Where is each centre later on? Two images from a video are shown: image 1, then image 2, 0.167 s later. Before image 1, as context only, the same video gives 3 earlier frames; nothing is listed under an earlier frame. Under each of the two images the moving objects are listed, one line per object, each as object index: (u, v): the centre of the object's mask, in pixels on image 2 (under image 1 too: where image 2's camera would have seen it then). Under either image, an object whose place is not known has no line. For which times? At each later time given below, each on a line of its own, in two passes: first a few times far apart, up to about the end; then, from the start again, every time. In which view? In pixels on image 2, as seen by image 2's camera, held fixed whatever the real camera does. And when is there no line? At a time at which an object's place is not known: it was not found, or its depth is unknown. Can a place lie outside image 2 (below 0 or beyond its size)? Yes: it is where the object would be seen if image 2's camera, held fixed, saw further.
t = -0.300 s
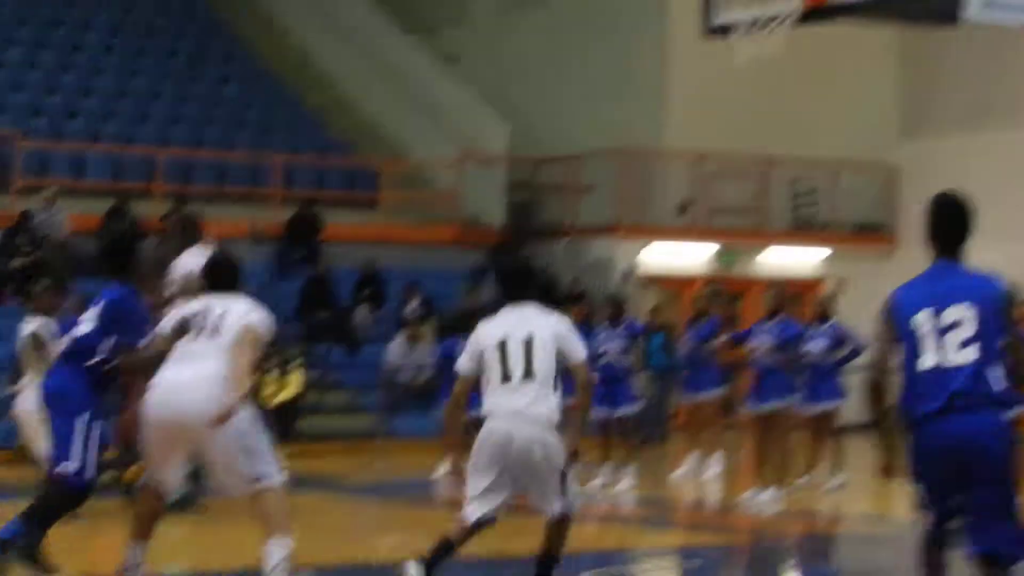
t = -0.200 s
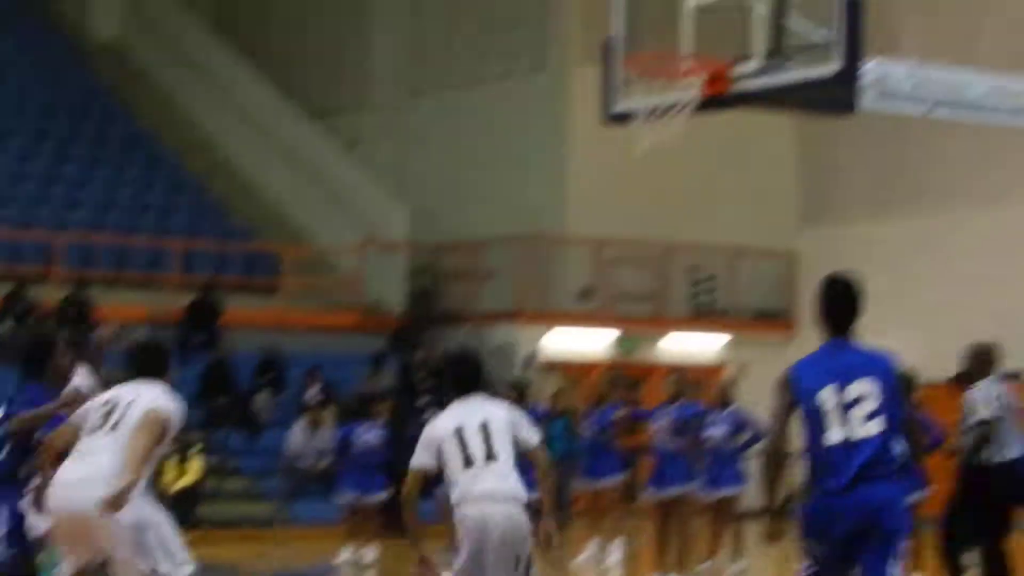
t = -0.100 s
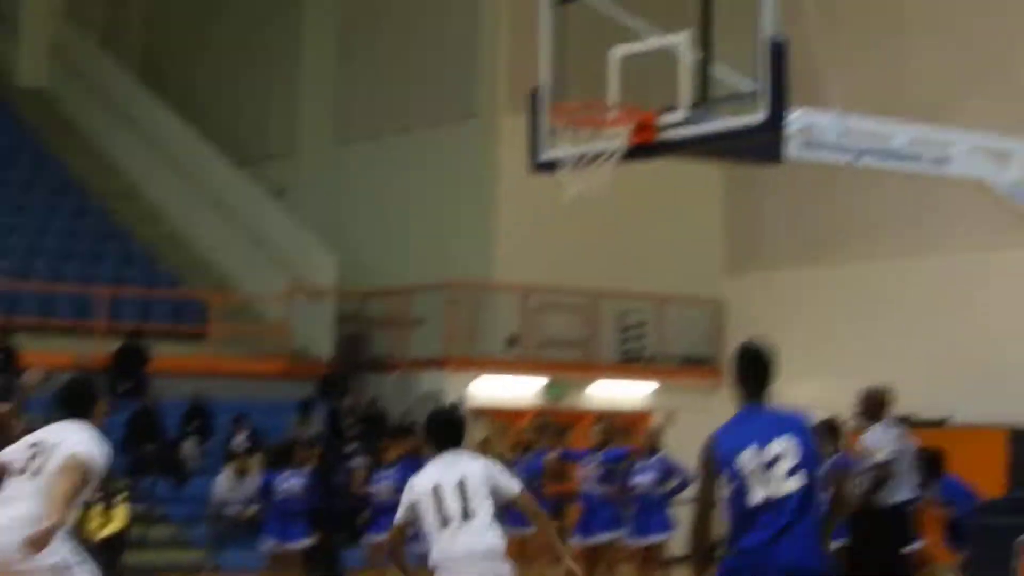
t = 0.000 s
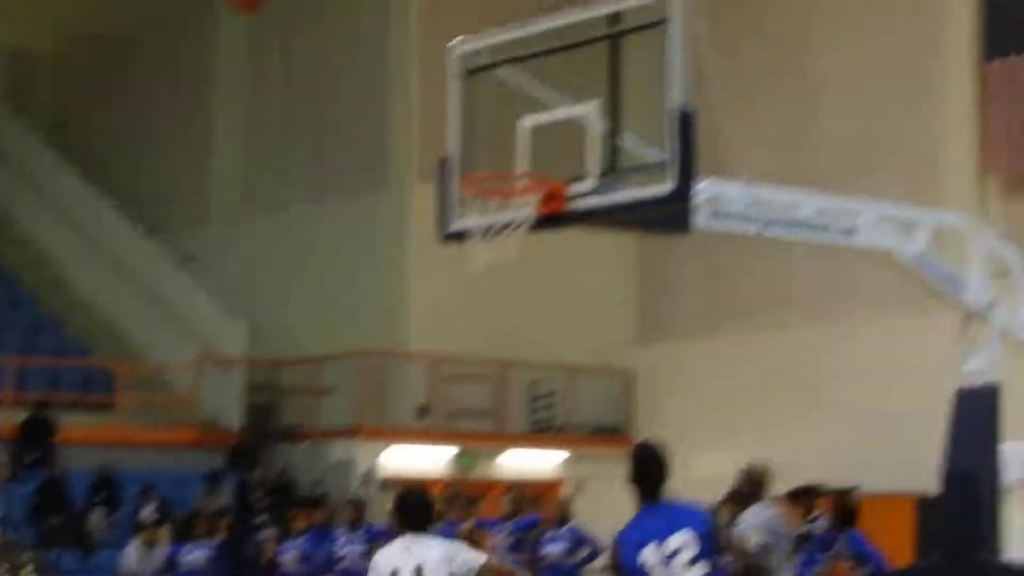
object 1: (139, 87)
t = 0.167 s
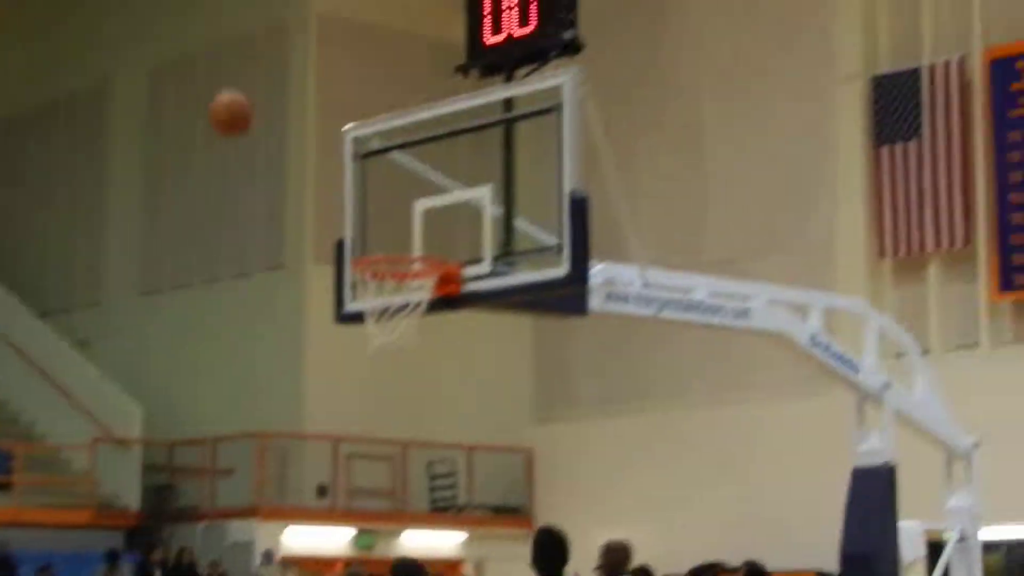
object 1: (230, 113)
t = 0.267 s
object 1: (284, 162)
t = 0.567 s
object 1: (450, 228)
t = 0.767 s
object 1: (553, 276)
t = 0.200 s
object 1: (248, 126)
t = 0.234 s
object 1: (265, 143)
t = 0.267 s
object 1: (284, 162)
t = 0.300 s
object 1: (304, 184)
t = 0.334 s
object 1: (323, 207)
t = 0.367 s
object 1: (344, 234)
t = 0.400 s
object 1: (363, 240)
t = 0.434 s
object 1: (380, 234)
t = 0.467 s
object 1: (399, 234)
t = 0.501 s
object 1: (415, 232)
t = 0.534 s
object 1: (433, 229)
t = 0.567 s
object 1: (450, 228)
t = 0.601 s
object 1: (466, 230)
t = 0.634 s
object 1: (482, 235)
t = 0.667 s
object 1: (500, 241)
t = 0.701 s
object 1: (517, 251)
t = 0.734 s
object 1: (535, 261)
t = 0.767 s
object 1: (553, 276)
